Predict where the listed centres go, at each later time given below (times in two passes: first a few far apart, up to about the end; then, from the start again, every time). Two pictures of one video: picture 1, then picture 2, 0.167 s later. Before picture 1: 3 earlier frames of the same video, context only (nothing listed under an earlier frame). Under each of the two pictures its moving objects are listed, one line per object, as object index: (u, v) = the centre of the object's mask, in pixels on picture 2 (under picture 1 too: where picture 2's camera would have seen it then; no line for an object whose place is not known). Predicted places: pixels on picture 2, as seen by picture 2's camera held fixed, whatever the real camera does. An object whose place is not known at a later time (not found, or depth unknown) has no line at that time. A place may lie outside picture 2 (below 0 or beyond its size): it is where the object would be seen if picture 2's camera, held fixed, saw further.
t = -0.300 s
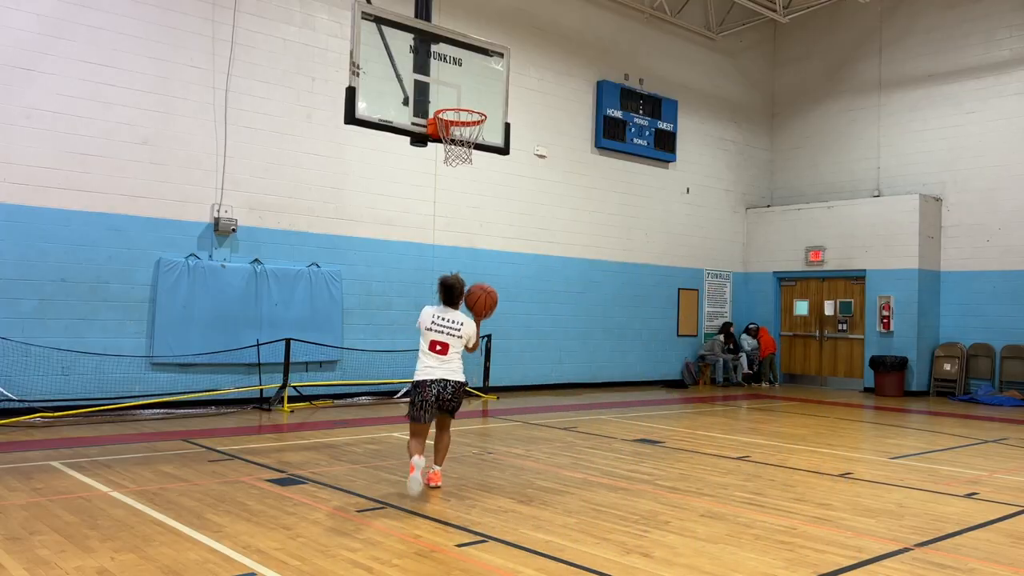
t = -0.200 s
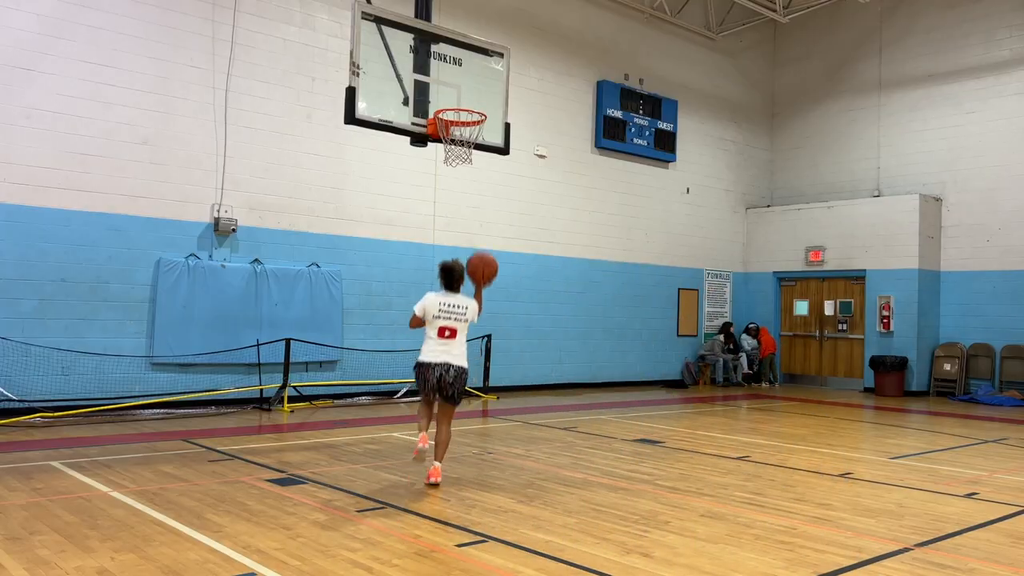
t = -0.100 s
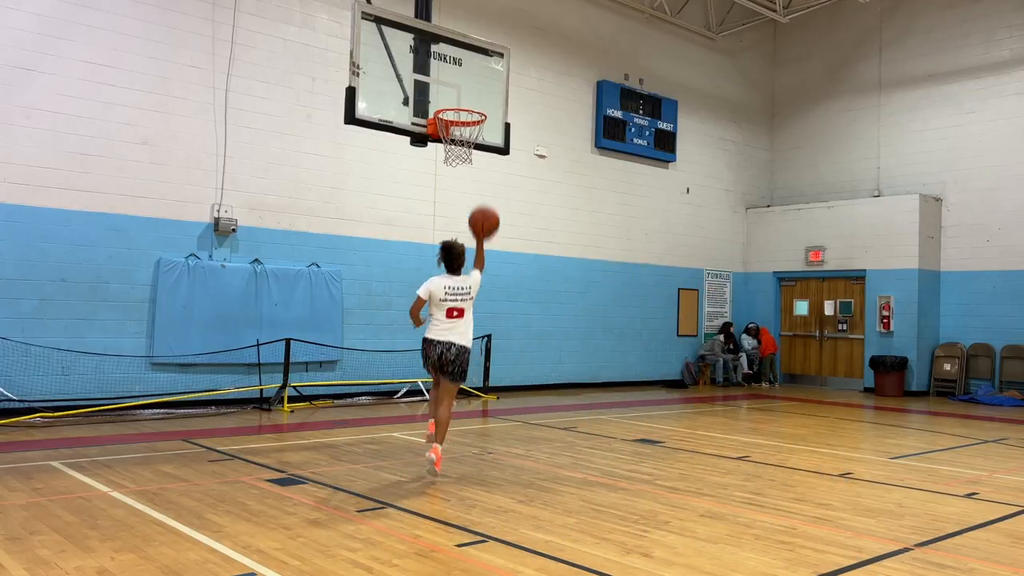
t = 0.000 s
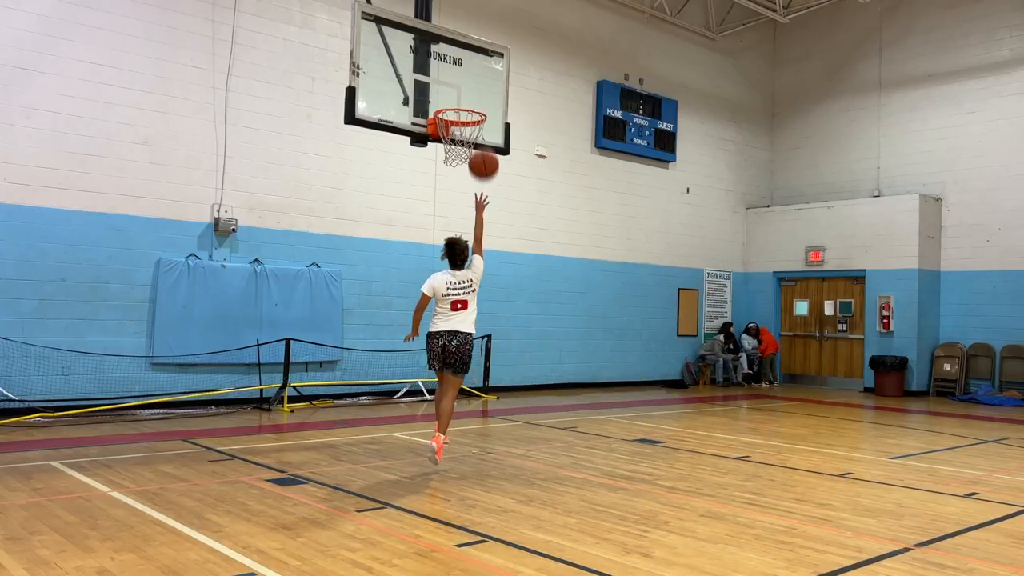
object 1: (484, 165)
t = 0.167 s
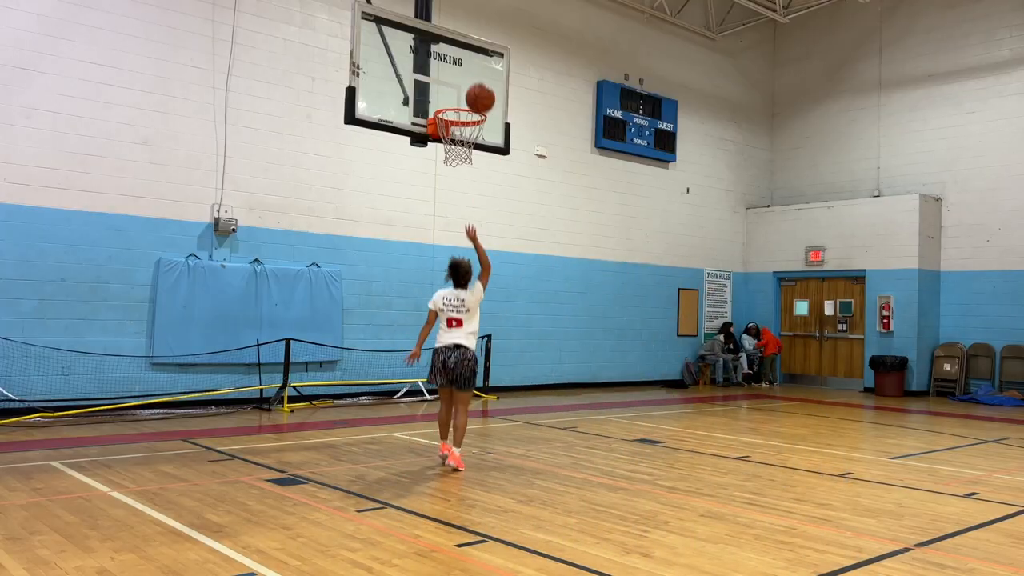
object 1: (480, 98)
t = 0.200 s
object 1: (479, 90)
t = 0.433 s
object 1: (474, 69)
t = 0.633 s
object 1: (469, 96)
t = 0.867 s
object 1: (473, 107)
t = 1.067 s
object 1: (464, 145)
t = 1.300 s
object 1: (449, 179)
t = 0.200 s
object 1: (479, 90)
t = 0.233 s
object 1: (479, 83)
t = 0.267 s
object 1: (478, 77)
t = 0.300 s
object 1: (477, 73)
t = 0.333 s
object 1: (476, 70)
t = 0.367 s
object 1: (476, 69)
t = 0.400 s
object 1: (475, 69)
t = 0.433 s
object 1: (474, 69)
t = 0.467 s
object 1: (473, 72)
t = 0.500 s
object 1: (472, 75)
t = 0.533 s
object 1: (471, 80)
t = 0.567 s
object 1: (470, 86)
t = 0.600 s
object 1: (469, 93)
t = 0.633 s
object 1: (469, 96)
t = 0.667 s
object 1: (470, 95)
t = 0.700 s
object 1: (470, 94)
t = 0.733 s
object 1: (471, 95)
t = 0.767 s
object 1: (472, 97)
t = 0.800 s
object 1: (472, 99)
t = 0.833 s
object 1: (472, 104)
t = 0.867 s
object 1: (473, 107)
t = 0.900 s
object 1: (472, 113)
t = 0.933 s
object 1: (472, 118)
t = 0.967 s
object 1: (470, 123)
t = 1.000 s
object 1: (468, 130)
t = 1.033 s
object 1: (465, 137)
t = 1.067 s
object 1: (464, 145)
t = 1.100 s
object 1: (462, 150)
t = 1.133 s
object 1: (460, 153)
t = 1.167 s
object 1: (458, 160)
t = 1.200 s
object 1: (456, 162)
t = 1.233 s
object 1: (454, 166)
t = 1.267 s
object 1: (452, 172)
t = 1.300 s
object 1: (449, 179)
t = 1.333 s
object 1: (447, 187)
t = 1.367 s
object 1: (444, 197)
